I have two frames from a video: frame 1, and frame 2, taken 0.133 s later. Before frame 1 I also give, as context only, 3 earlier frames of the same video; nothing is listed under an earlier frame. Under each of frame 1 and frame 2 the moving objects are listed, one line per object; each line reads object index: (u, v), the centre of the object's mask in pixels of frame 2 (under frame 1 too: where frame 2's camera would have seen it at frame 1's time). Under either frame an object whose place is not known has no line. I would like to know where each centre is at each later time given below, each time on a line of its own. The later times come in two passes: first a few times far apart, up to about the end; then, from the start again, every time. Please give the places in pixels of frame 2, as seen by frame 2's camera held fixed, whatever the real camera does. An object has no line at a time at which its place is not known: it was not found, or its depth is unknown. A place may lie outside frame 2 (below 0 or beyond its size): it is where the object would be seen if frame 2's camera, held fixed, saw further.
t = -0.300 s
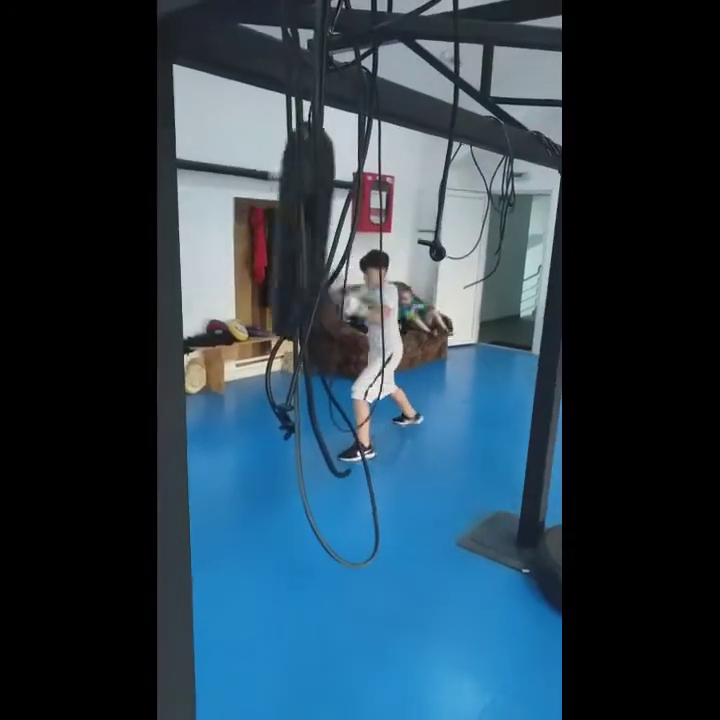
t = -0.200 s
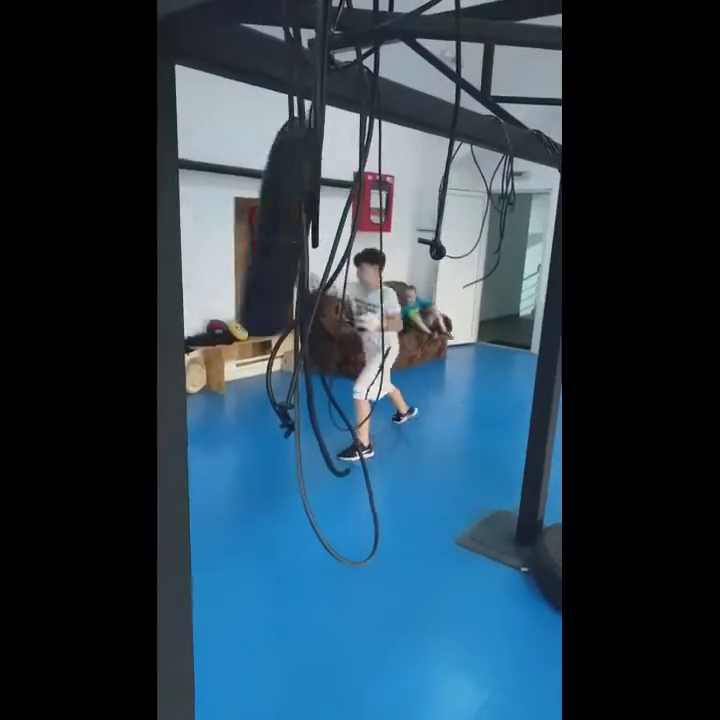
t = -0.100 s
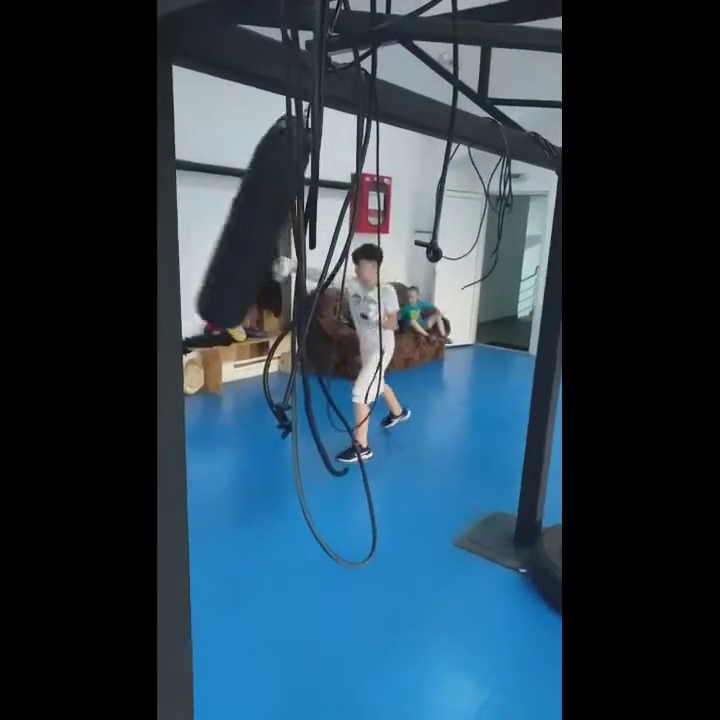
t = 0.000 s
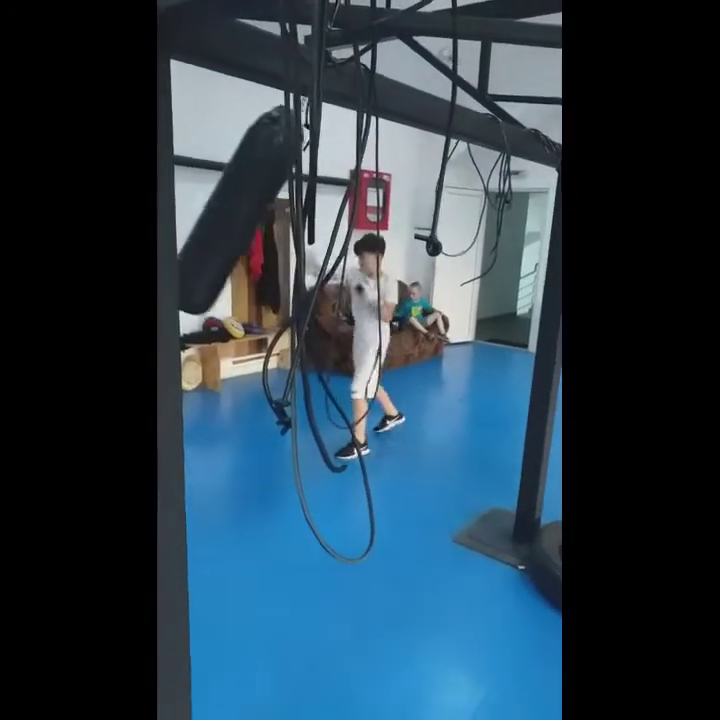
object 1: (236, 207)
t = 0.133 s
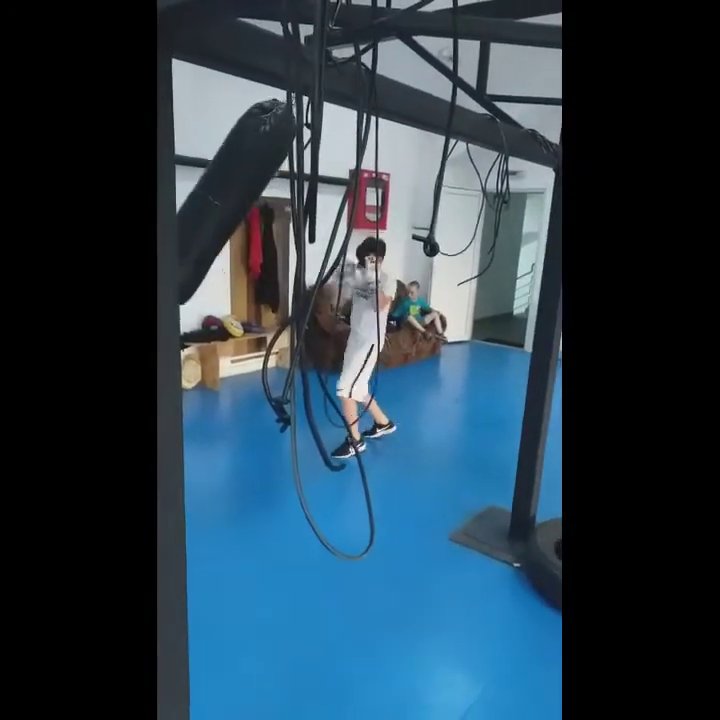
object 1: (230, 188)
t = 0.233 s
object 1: (229, 184)
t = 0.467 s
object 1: (241, 217)
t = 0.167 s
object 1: (229, 186)
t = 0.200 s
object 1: (229, 184)
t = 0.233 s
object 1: (229, 184)
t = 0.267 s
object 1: (230, 185)
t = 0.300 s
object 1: (231, 189)
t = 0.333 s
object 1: (232, 194)
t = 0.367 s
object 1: (233, 198)
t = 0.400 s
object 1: (234, 204)
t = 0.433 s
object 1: (237, 210)
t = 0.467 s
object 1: (241, 217)
